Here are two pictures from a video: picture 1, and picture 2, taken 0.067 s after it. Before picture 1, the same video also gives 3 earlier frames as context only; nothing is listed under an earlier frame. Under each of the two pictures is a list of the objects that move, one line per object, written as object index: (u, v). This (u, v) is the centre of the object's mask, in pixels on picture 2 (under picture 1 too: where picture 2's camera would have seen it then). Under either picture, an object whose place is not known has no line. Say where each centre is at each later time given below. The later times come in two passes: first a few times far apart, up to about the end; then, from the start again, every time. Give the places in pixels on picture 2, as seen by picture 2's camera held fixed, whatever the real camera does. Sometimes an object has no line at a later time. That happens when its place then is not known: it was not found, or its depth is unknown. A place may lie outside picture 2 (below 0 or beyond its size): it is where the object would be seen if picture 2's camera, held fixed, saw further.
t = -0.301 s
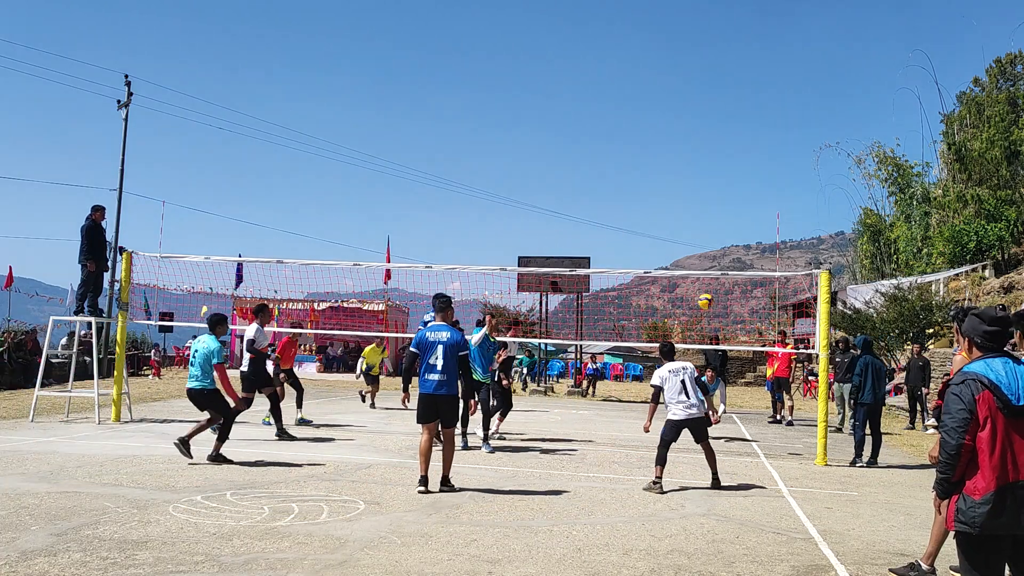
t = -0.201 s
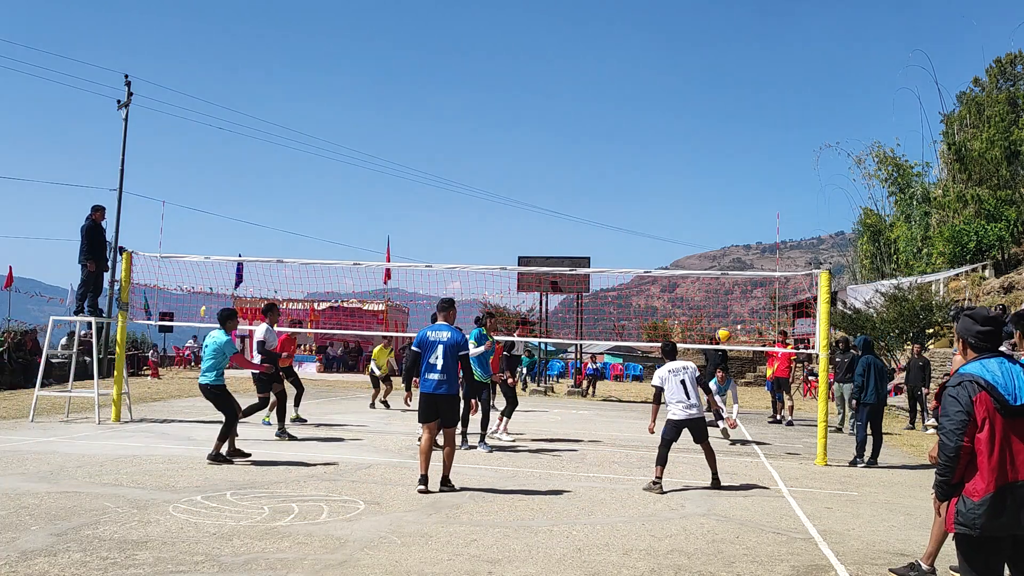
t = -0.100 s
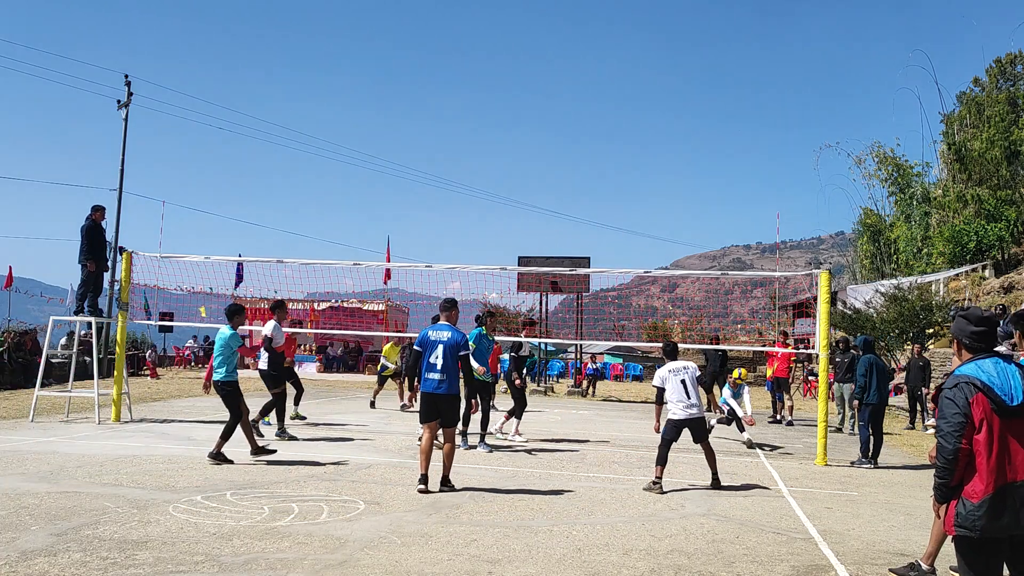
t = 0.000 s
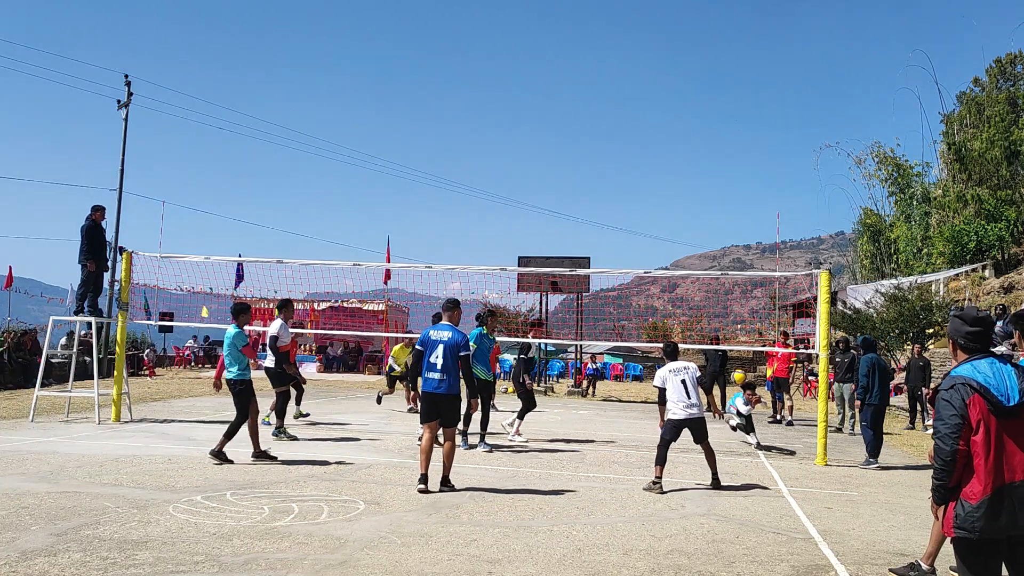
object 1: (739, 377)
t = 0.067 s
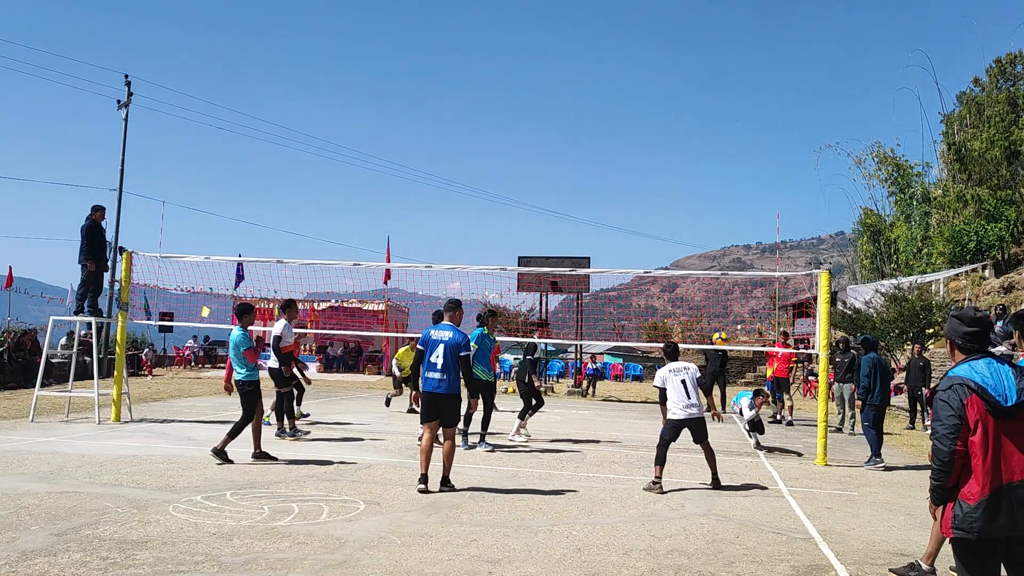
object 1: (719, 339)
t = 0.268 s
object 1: (664, 245)
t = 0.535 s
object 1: (589, 166)
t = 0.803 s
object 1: (515, 135)
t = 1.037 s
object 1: (449, 149)
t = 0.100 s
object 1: (710, 321)
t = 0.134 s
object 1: (700, 304)
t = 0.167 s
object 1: (692, 289)
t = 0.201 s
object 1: (683, 274)
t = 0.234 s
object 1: (673, 259)
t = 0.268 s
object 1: (664, 245)
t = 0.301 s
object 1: (655, 233)
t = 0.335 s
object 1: (645, 221)
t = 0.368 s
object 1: (636, 210)
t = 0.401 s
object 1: (627, 199)
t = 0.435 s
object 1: (617, 190)
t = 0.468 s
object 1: (608, 181)
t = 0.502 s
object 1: (599, 173)
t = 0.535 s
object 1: (589, 166)
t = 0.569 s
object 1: (580, 159)
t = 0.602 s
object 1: (571, 154)
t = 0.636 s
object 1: (562, 149)
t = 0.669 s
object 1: (552, 144)
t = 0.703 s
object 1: (543, 141)
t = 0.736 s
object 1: (533, 138)
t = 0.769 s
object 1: (524, 137)
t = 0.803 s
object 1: (515, 135)
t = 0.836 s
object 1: (505, 135)
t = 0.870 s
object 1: (496, 136)
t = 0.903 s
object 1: (487, 137)
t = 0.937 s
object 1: (477, 139)
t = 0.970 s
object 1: (468, 142)
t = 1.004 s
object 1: (458, 145)
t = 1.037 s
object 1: (449, 149)
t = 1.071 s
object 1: (440, 154)
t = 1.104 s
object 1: (430, 160)
